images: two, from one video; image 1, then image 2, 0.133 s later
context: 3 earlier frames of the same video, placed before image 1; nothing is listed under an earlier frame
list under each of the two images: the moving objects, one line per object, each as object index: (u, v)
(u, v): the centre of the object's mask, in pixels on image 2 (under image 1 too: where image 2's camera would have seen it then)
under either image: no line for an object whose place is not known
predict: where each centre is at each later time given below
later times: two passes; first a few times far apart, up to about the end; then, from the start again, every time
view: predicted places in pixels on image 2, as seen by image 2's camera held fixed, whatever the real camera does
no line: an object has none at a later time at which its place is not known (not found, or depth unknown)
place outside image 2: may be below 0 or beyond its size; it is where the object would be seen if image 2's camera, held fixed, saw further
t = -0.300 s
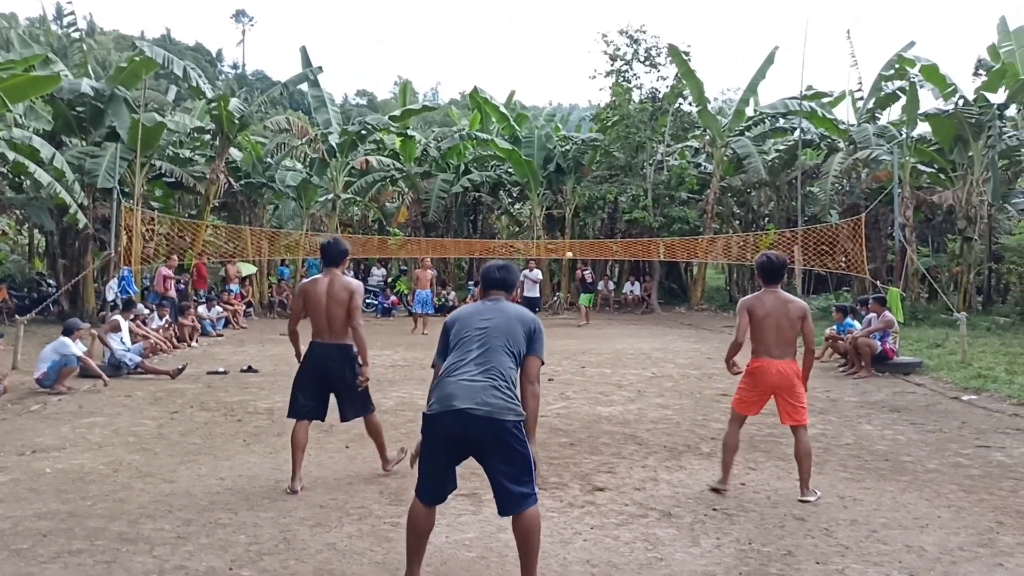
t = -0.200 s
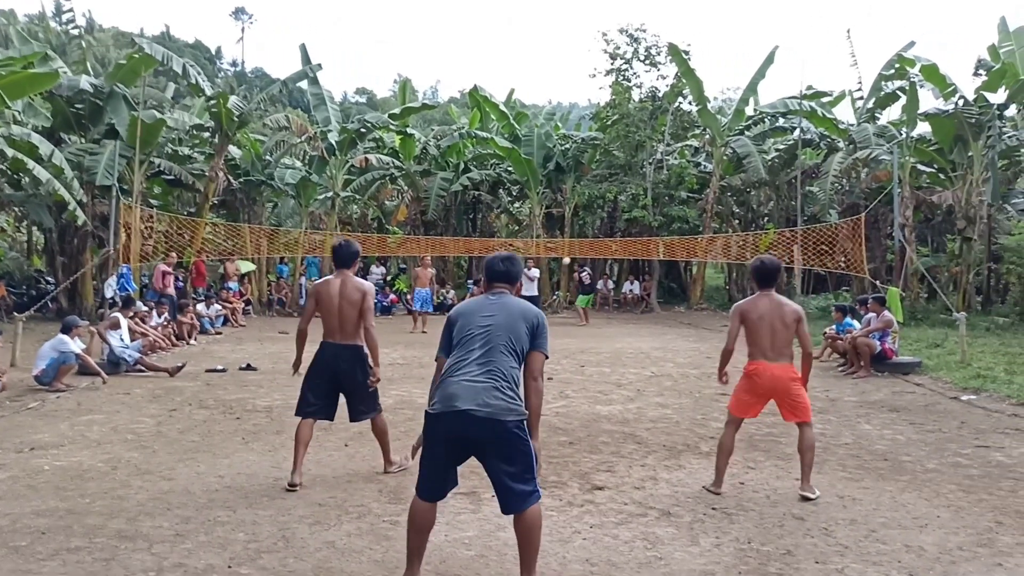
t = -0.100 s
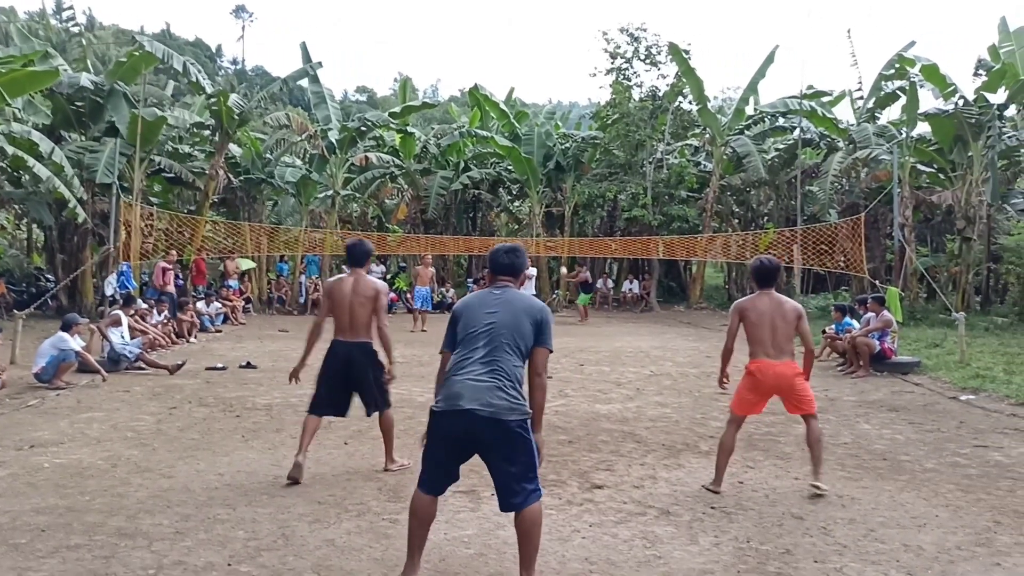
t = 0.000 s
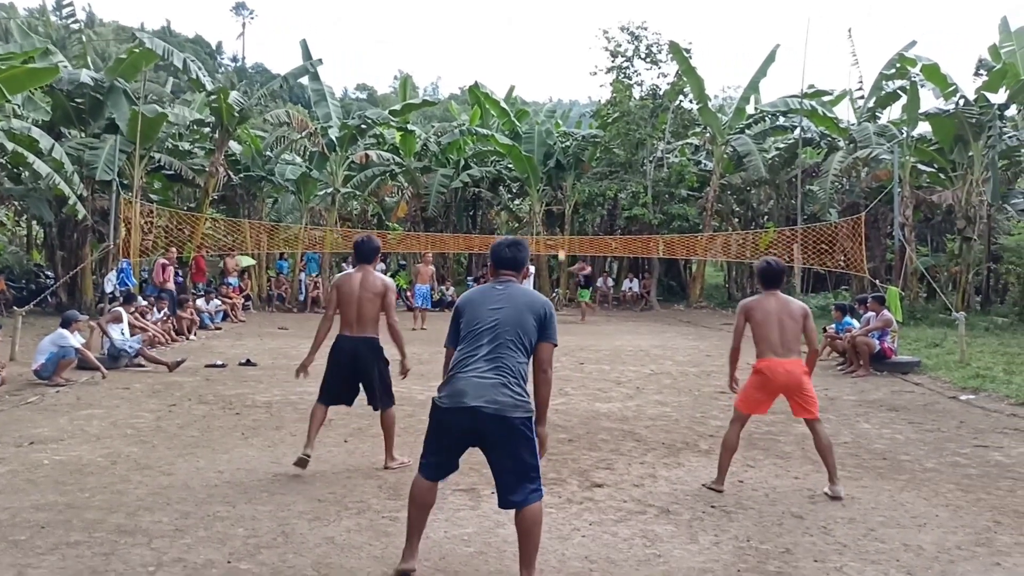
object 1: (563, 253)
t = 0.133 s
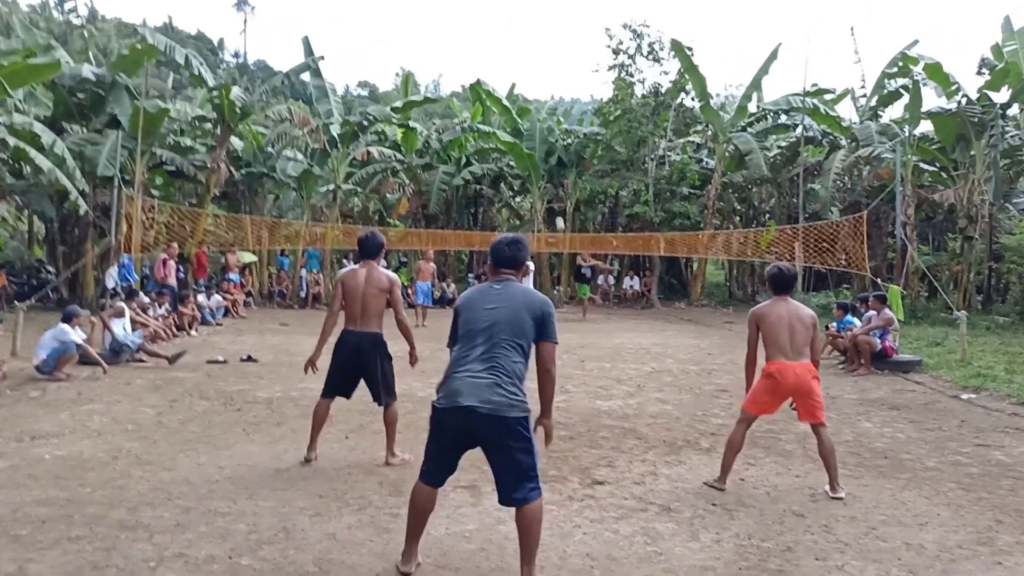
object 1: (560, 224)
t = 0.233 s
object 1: (557, 204)
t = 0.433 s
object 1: (551, 170)
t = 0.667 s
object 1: (541, 155)
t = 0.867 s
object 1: (518, 177)
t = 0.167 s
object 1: (559, 217)
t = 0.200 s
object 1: (558, 210)
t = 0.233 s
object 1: (557, 204)
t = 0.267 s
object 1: (556, 197)
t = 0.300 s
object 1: (555, 191)
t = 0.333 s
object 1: (554, 185)
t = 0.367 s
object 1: (553, 180)
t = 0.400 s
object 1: (552, 175)
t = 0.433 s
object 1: (551, 170)
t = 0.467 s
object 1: (550, 166)
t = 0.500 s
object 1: (549, 163)
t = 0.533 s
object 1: (548, 160)
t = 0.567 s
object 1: (547, 158)
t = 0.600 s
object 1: (546, 156)
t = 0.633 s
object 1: (544, 155)
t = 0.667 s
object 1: (541, 155)
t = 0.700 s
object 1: (539, 156)
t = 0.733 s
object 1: (535, 157)
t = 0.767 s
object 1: (531, 160)
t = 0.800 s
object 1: (527, 164)
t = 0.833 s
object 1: (522, 170)
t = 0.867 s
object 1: (518, 177)
